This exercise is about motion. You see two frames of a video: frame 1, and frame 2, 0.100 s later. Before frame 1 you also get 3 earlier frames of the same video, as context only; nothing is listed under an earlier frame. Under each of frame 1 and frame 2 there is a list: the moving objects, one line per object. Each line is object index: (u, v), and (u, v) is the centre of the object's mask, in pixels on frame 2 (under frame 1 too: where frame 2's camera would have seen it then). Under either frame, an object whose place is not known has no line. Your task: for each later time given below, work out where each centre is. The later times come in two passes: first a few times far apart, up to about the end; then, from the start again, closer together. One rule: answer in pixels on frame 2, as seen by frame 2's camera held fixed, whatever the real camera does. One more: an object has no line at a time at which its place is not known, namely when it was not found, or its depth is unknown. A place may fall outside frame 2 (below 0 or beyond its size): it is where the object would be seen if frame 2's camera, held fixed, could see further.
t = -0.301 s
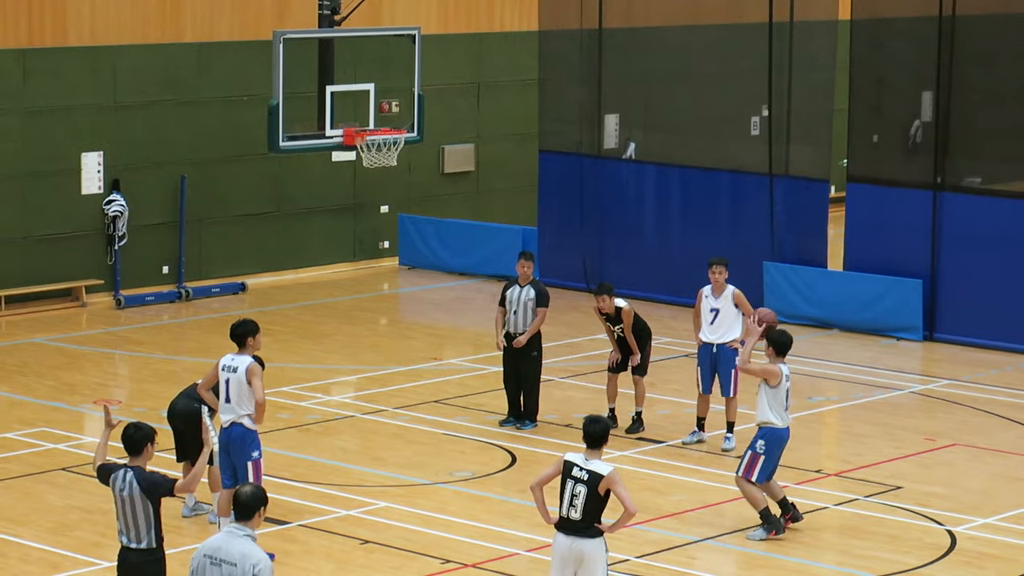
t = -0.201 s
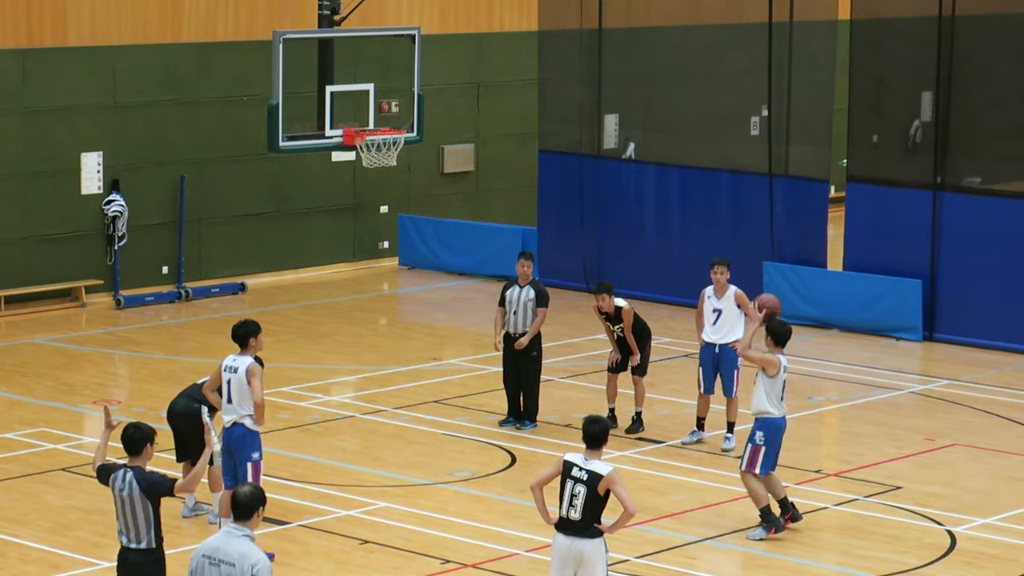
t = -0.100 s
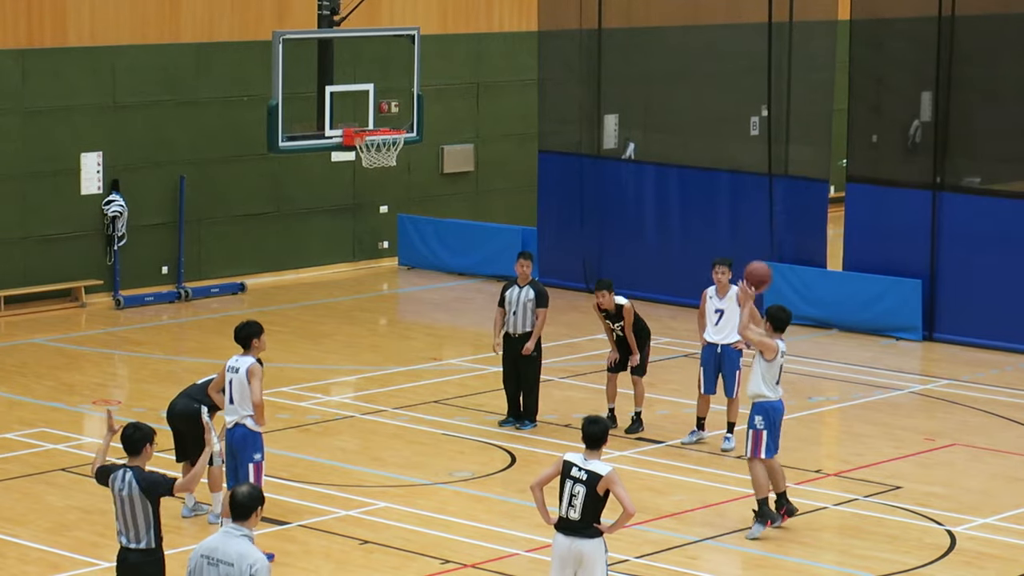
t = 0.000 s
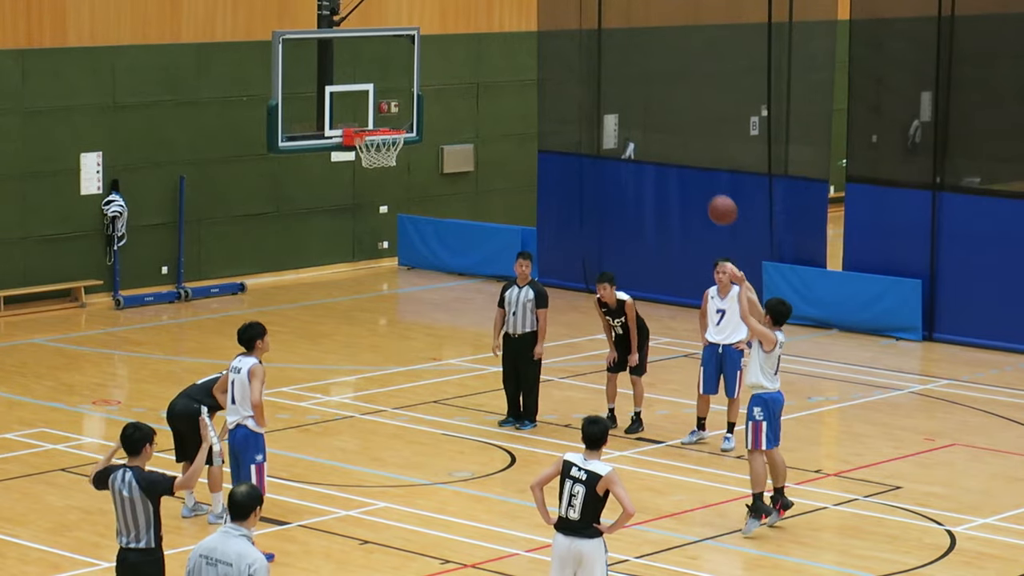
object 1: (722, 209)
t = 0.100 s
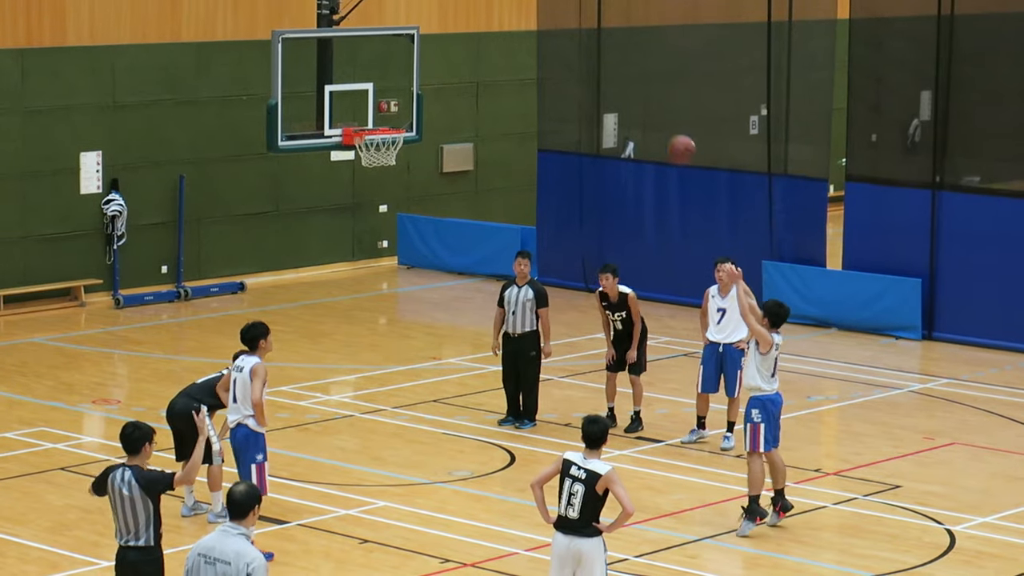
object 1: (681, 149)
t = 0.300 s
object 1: (601, 67)
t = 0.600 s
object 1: (487, 29)
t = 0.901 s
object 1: (379, 89)
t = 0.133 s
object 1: (667, 132)
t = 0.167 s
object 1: (654, 116)
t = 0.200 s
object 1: (640, 102)
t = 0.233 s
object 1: (628, 89)
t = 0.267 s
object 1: (614, 77)
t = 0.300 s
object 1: (601, 67)
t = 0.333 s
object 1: (588, 57)
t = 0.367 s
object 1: (575, 49)
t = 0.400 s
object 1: (563, 43)
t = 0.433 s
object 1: (550, 37)
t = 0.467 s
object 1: (537, 33)
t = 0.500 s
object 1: (525, 30)
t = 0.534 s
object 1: (512, 28)
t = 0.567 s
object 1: (500, 28)
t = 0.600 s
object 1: (487, 29)
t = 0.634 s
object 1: (475, 31)
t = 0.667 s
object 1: (462, 34)
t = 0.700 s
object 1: (451, 39)
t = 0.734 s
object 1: (438, 45)
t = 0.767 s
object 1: (426, 51)
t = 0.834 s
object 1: (402, 68)
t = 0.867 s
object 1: (390, 78)
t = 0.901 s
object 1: (379, 89)
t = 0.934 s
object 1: (367, 102)
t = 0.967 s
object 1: (356, 115)
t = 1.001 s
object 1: (349, 114)
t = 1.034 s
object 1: (342, 103)
